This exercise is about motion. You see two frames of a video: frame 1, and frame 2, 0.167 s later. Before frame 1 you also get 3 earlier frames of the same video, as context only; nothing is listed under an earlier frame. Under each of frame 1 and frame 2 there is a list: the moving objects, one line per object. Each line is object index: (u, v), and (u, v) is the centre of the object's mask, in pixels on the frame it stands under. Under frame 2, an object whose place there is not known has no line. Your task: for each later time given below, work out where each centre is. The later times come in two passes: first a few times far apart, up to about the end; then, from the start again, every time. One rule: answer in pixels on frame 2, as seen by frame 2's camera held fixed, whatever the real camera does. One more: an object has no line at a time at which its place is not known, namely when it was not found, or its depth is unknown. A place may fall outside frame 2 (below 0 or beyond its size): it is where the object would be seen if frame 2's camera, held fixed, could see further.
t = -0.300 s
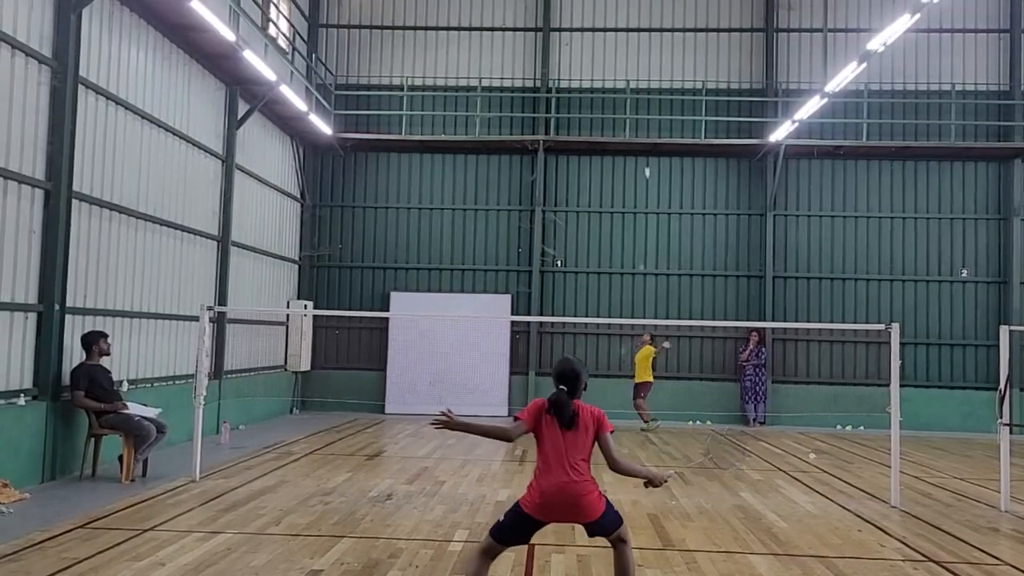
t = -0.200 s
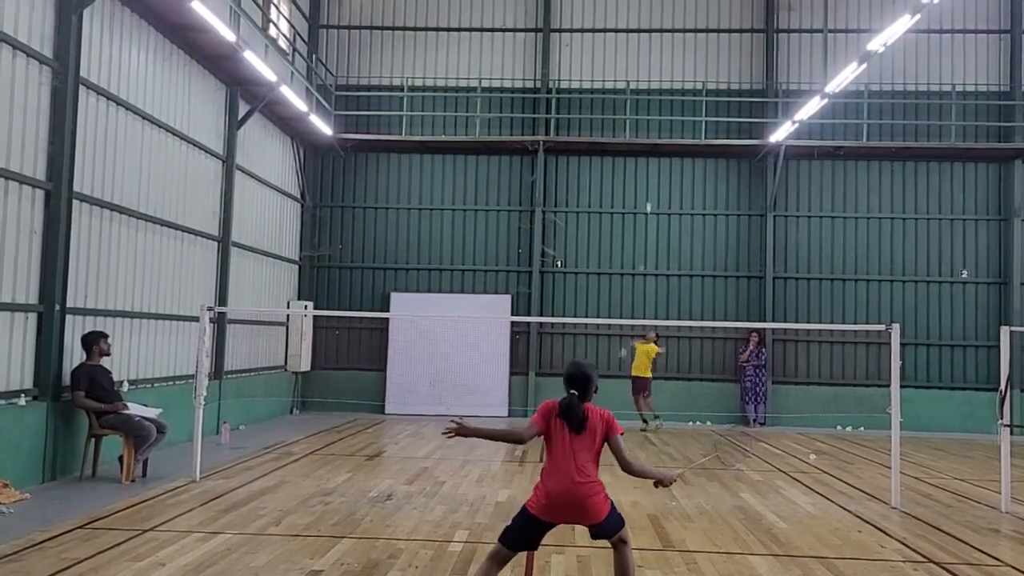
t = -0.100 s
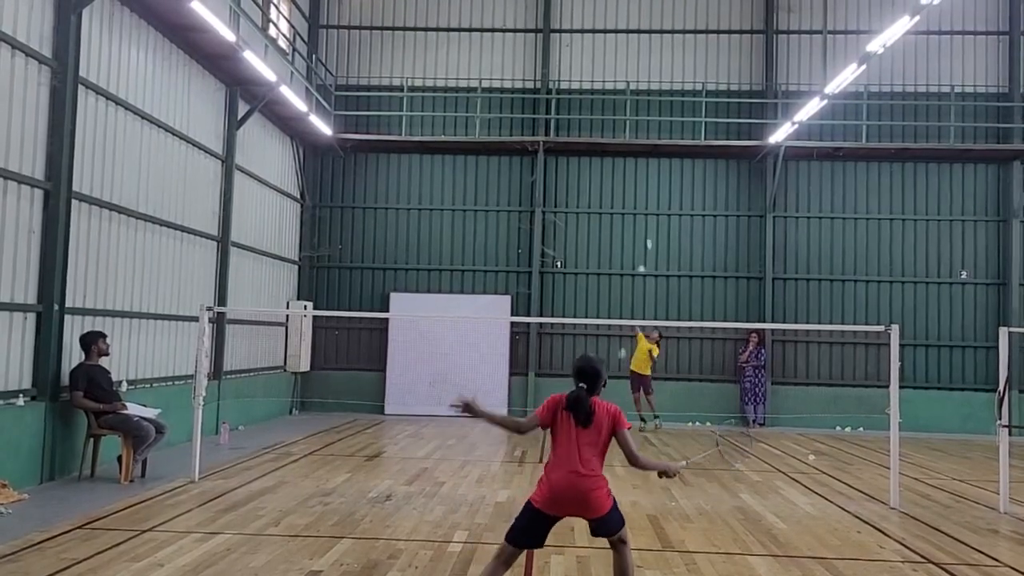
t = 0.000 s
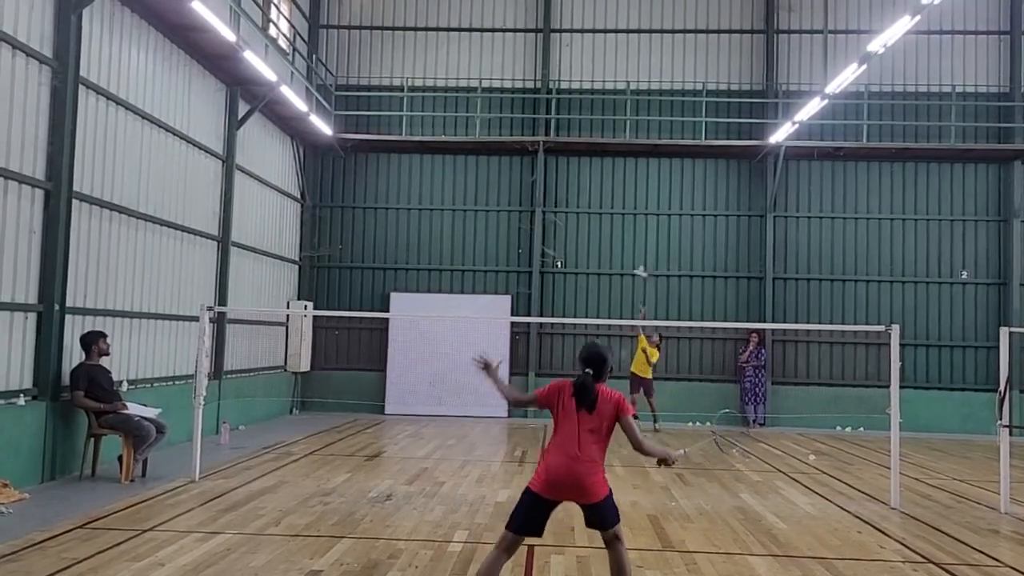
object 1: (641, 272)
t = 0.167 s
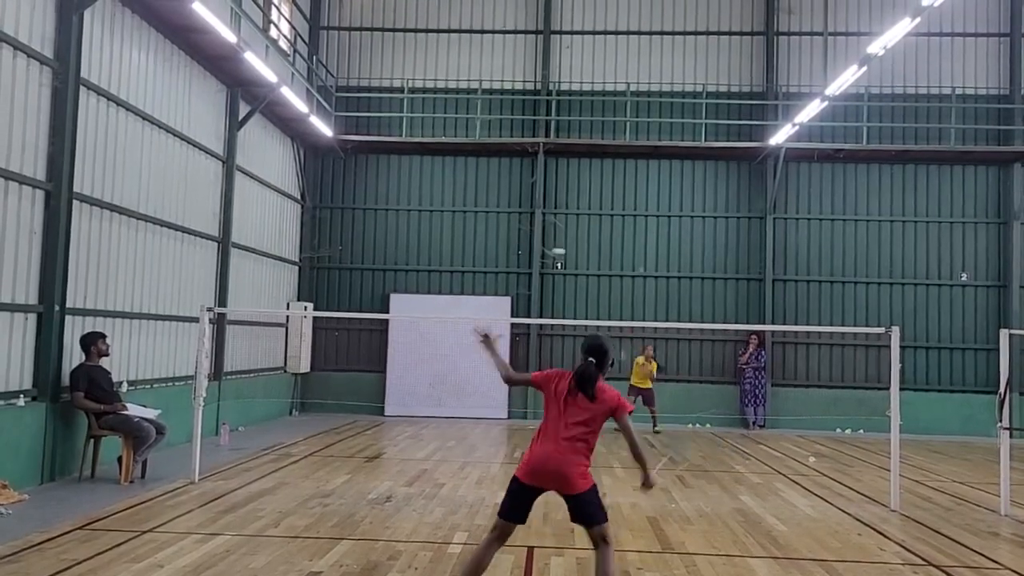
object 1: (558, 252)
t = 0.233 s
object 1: (531, 249)
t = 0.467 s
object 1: (434, 274)
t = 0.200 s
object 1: (544, 250)
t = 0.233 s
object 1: (531, 249)
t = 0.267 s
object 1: (516, 250)
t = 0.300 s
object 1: (502, 252)
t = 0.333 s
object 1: (489, 253)
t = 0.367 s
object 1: (475, 257)
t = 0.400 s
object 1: (462, 261)
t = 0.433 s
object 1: (448, 267)
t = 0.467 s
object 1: (434, 274)
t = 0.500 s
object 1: (419, 282)
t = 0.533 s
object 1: (407, 290)
